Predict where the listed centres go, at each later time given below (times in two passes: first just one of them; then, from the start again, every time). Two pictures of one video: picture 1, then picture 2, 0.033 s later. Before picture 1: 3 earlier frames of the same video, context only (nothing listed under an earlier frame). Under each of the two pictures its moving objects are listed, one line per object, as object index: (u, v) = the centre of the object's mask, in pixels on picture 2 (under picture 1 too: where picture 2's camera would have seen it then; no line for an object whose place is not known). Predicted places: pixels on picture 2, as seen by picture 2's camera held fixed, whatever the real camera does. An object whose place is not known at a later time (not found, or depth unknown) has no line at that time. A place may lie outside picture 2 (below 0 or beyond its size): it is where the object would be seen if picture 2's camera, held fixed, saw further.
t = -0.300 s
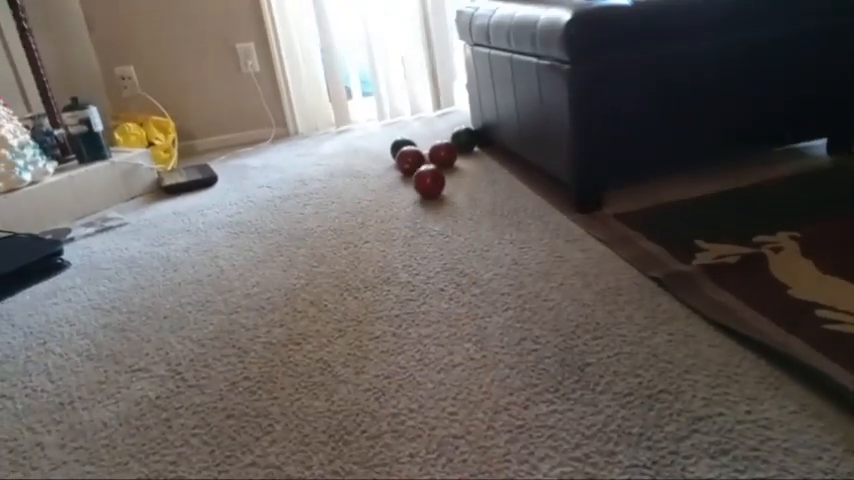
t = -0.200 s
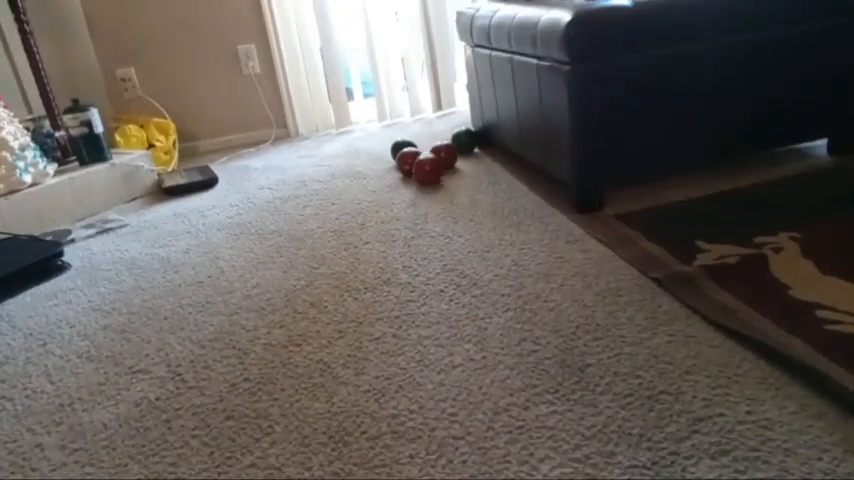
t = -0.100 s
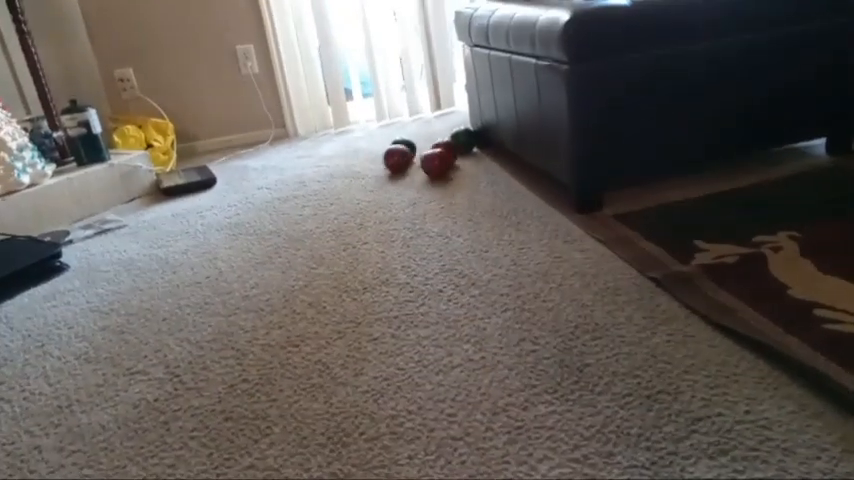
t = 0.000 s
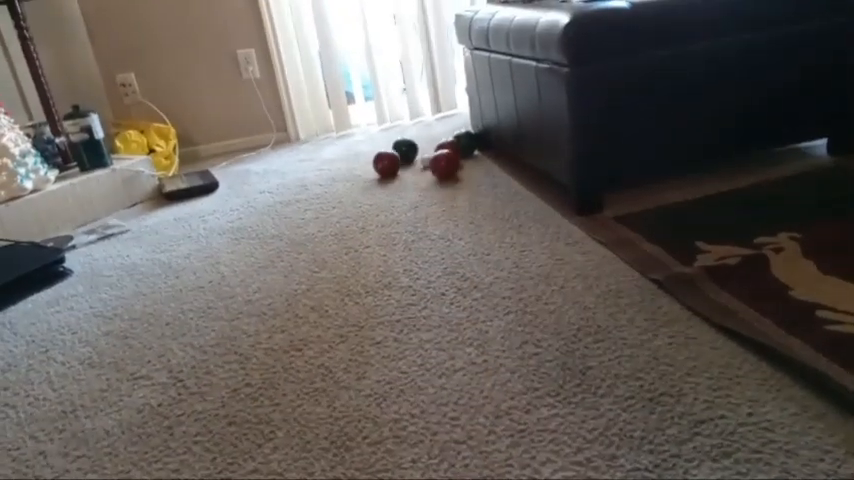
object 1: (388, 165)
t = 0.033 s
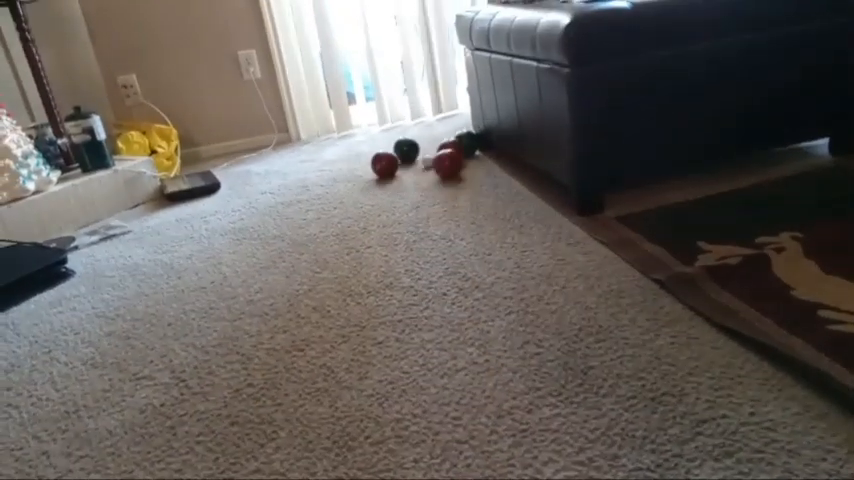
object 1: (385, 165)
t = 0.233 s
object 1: (369, 166)
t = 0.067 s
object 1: (382, 165)
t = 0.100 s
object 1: (379, 165)
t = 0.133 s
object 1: (376, 165)
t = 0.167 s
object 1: (373, 166)
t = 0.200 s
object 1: (371, 166)
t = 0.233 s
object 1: (369, 166)
